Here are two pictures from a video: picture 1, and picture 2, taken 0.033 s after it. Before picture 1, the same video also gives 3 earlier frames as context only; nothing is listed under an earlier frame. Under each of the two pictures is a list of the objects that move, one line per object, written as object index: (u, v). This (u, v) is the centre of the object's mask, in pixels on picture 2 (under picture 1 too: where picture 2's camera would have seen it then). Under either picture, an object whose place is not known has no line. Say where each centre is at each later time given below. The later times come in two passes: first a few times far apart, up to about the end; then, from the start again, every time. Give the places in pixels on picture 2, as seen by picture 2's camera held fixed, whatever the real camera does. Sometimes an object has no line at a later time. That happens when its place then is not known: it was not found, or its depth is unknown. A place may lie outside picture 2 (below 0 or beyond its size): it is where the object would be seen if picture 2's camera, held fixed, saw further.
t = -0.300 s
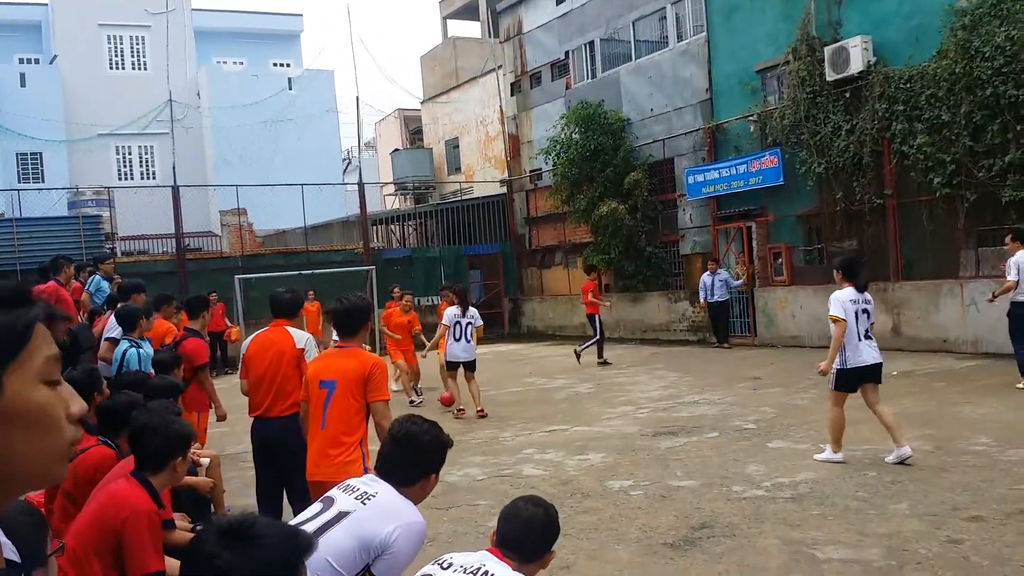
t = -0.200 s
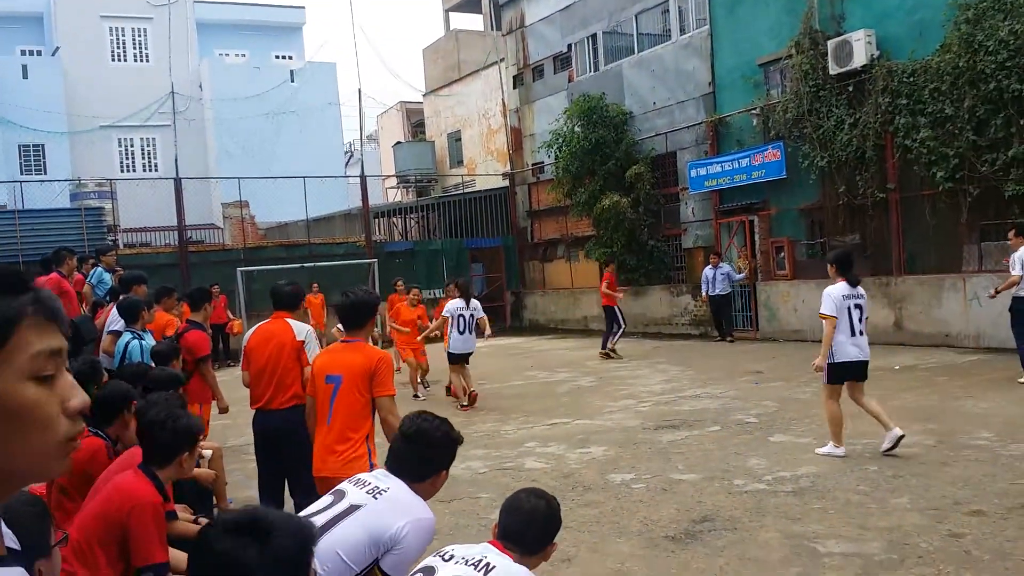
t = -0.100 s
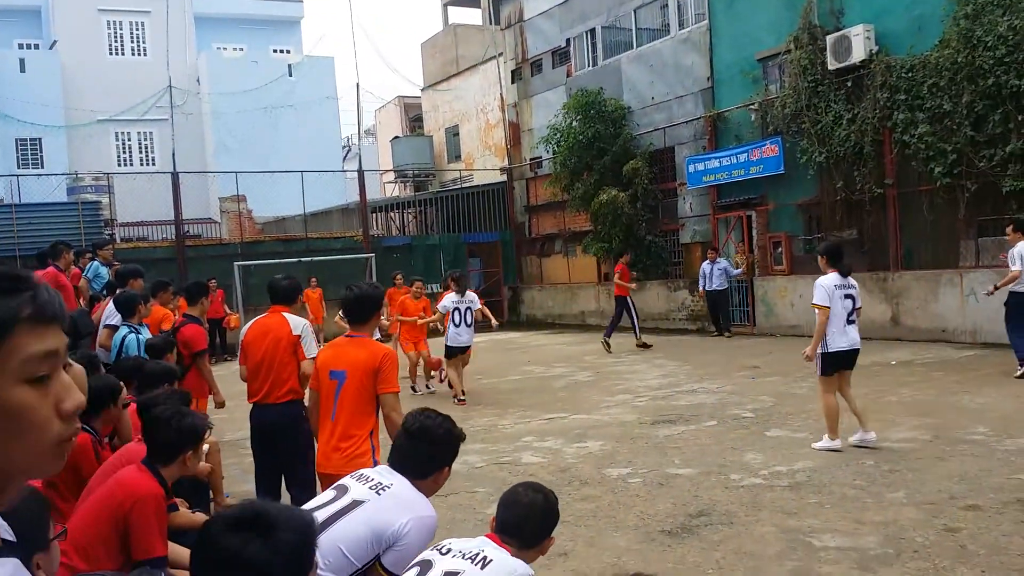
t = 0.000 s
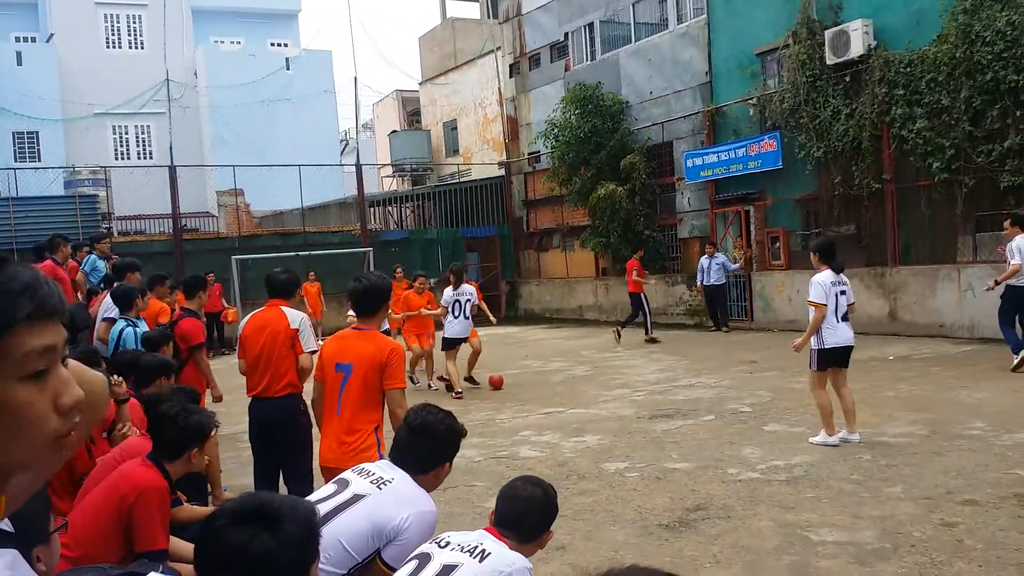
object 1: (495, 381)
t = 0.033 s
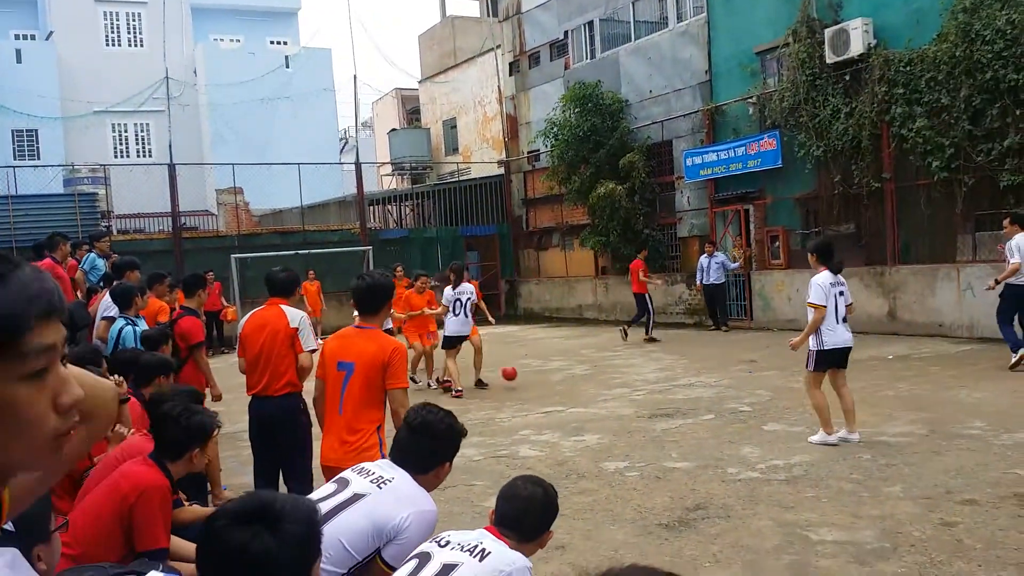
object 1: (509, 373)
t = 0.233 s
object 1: (594, 359)
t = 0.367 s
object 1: (651, 371)
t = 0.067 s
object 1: (524, 368)
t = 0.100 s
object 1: (538, 365)
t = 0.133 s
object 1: (551, 361)
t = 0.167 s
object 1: (565, 358)
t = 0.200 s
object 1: (580, 358)
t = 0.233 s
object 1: (594, 359)
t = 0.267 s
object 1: (607, 359)
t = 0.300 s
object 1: (622, 361)
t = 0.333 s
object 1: (637, 366)
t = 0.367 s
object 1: (651, 371)
